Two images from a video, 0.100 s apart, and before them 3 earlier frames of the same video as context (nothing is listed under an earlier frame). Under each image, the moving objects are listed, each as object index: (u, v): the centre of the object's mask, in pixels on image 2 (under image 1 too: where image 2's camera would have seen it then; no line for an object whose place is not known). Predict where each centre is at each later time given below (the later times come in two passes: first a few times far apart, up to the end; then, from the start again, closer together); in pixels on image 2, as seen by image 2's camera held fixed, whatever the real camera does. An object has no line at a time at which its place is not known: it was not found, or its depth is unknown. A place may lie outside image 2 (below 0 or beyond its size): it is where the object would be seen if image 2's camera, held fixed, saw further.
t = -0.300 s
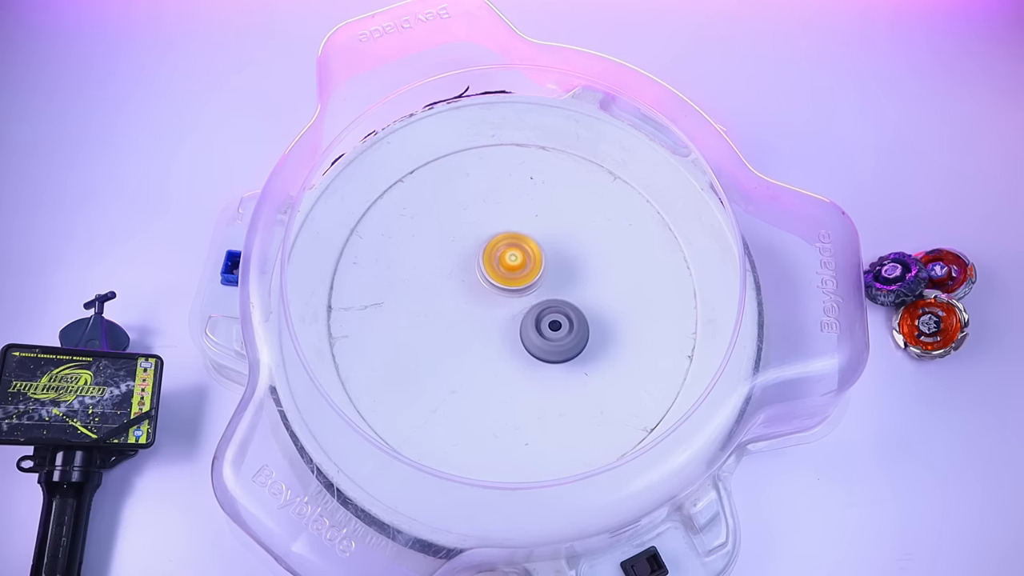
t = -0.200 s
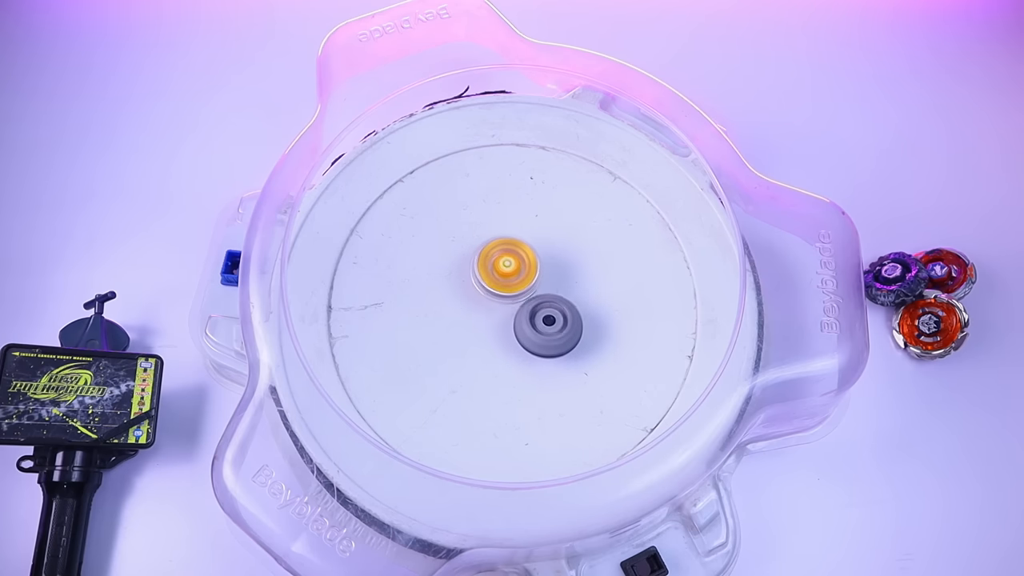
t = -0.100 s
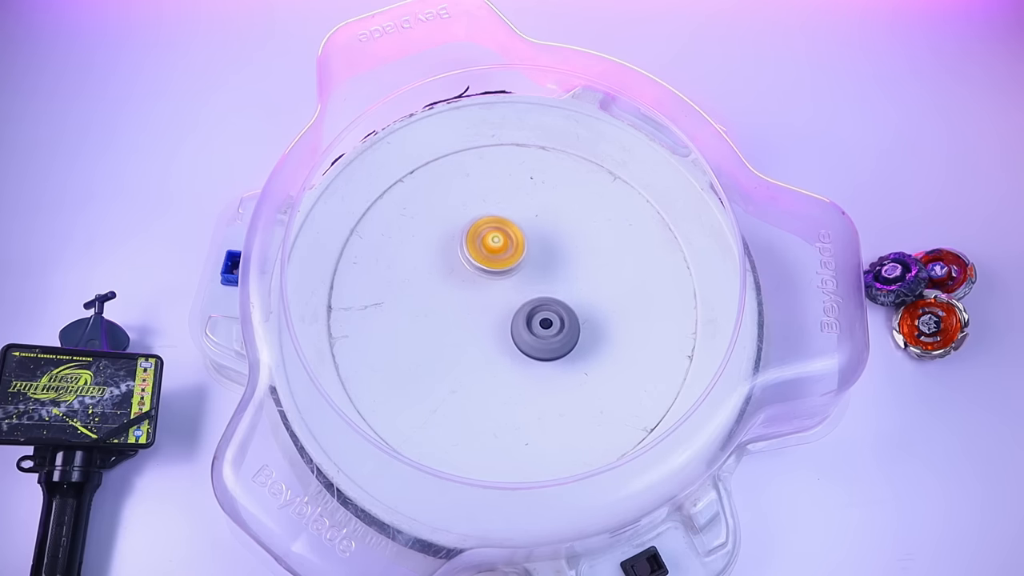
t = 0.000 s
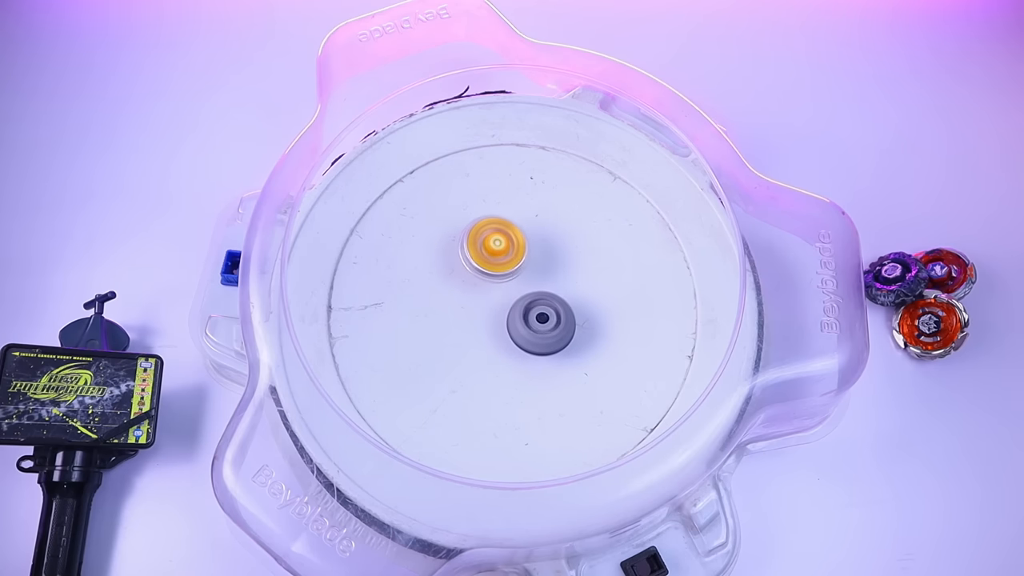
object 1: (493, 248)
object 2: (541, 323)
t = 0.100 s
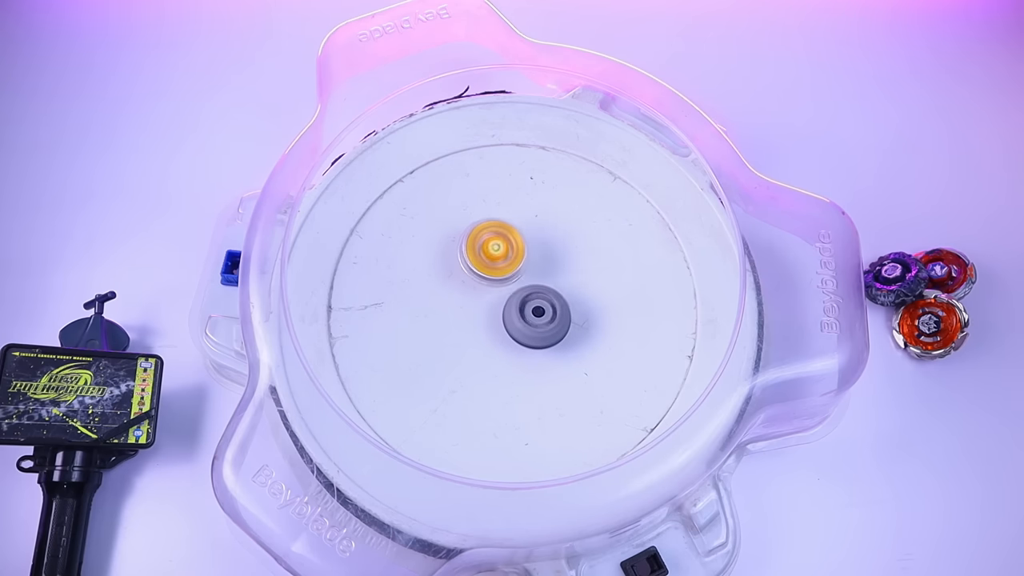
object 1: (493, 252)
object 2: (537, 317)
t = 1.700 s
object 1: (494, 221)
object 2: (521, 321)
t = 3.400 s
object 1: (507, 130)
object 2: (511, 387)
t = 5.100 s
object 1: (413, 218)
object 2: (497, 240)
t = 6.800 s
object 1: (563, 241)
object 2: (573, 330)
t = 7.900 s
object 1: (522, 272)
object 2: (513, 358)
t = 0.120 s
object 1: (493, 252)
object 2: (536, 315)
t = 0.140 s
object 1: (493, 253)
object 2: (535, 314)
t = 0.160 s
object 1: (493, 254)
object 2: (535, 313)
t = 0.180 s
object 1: (489, 247)
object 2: (537, 317)
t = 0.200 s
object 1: (485, 239)
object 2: (540, 320)
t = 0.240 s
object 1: (485, 226)
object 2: (540, 320)
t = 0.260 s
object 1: (486, 221)
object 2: (540, 319)
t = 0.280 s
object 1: (489, 219)
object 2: (541, 318)
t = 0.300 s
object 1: (490, 217)
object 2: (541, 318)
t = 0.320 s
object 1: (491, 218)
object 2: (541, 317)
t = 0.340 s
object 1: (491, 218)
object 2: (542, 316)
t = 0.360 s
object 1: (490, 220)
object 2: (543, 316)
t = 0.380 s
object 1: (490, 221)
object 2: (543, 315)
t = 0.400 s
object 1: (489, 222)
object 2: (543, 314)
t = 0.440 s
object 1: (489, 225)
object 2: (544, 313)
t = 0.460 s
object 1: (489, 226)
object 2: (544, 312)
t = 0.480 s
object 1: (489, 226)
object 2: (545, 311)
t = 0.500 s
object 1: (489, 227)
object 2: (545, 310)
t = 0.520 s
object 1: (489, 228)
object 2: (546, 309)
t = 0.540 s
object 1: (489, 229)
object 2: (546, 308)
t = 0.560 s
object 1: (490, 230)
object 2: (546, 307)
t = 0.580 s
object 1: (490, 231)
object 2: (547, 307)
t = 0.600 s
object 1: (492, 231)
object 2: (547, 306)
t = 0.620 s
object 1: (493, 232)
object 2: (546, 305)
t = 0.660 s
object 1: (496, 234)
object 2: (546, 303)
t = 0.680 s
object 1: (498, 235)
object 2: (547, 302)
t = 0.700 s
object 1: (500, 237)
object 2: (548, 301)
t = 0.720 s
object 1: (502, 238)
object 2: (548, 301)
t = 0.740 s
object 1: (504, 240)
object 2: (548, 300)
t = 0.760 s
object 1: (506, 242)
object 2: (548, 299)
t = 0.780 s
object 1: (508, 241)
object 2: (548, 300)
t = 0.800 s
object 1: (509, 240)
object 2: (548, 301)
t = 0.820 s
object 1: (506, 233)
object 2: (550, 306)
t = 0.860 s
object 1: (503, 223)
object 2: (550, 311)
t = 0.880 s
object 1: (503, 221)
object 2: (550, 311)
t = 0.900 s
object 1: (504, 220)
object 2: (552, 311)
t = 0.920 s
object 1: (505, 220)
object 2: (553, 312)
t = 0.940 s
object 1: (505, 221)
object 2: (553, 313)
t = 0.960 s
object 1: (506, 223)
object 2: (553, 313)
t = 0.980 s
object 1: (506, 226)
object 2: (553, 313)
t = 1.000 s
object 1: (507, 229)
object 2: (554, 314)
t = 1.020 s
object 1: (507, 232)
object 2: (554, 314)
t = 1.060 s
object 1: (508, 237)
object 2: (554, 314)
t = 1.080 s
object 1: (509, 240)
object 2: (554, 314)
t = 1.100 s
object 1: (509, 243)
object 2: (554, 314)
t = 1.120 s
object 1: (511, 246)
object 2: (553, 315)
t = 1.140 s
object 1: (512, 248)
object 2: (553, 314)
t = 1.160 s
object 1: (512, 250)
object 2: (553, 315)
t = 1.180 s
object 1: (514, 252)
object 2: (553, 314)
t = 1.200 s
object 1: (516, 254)
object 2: (552, 314)
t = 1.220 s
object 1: (517, 255)
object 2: (552, 315)
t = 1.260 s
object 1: (517, 251)
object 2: (550, 317)
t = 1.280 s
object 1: (517, 250)
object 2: (549, 316)
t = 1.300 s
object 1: (518, 250)
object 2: (548, 316)
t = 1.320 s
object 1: (518, 251)
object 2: (548, 316)
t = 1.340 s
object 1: (520, 252)
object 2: (547, 316)
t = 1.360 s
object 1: (520, 253)
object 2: (545, 316)
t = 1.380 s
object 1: (520, 249)
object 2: (544, 319)
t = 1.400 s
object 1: (520, 241)
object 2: (542, 324)
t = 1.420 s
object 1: (519, 234)
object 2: (540, 327)
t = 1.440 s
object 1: (517, 226)
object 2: (538, 328)
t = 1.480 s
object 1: (514, 215)
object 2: (536, 327)
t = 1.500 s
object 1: (511, 212)
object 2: (535, 327)
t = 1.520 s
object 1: (507, 209)
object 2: (533, 328)
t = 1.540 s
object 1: (505, 208)
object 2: (531, 327)
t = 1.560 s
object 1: (503, 208)
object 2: (530, 327)
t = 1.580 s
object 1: (501, 210)
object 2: (529, 326)
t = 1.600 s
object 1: (500, 212)
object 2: (527, 326)
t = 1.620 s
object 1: (499, 213)
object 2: (525, 325)
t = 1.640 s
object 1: (497, 215)
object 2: (524, 324)
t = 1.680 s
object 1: (495, 219)
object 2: (522, 323)
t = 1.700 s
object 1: (494, 221)
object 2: (521, 321)
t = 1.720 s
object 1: (493, 224)
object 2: (520, 321)
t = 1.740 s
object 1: (492, 226)
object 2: (518, 319)
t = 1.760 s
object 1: (492, 228)
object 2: (518, 318)
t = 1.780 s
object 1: (491, 231)
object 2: (517, 317)
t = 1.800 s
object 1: (491, 233)
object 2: (516, 316)
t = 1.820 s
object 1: (491, 236)
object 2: (516, 314)
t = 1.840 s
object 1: (492, 239)
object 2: (515, 313)
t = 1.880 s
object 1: (493, 244)
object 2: (515, 311)
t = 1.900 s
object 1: (495, 240)
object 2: (514, 313)
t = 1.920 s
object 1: (497, 235)
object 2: (515, 317)
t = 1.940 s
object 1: (498, 231)
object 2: (516, 319)
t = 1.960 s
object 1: (502, 226)
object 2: (516, 320)
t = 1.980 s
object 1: (508, 223)
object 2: (516, 319)
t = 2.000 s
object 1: (514, 221)
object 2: (516, 318)
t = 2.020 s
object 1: (518, 220)
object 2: (518, 316)
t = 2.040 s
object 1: (520, 219)
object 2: (519, 316)
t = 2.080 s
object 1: (522, 221)
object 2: (520, 315)
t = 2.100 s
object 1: (523, 222)
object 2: (522, 314)
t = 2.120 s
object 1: (522, 224)
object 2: (523, 314)
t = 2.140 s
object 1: (522, 226)
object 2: (525, 314)
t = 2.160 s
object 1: (521, 227)
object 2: (526, 313)
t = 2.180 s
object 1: (520, 227)
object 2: (527, 313)
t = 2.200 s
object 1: (519, 228)
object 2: (529, 312)
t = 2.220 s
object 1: (518, 229)
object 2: (531, 312)
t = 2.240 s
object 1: (517, 230)
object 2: (532, 312)
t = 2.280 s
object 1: (516, 231)
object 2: (535, 312)
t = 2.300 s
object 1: (515, 232)
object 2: (537, 312)
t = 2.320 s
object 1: (515, 233)
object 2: (538, 312)
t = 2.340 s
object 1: (514, 234)
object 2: (540, 313)
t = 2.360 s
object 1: (514, 235)
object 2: (541, 313)
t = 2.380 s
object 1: (514, 236)
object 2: (543, 313)
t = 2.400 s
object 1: (515, 236)
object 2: (544, 313)
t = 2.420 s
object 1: (515, 238)
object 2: (546, 314)
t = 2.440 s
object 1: (515, 239)
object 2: (547, 314)
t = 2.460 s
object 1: (516, 240)
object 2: (548, 314)
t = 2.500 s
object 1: (517, 243)
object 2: (551, 315)
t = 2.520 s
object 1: (518, 245)
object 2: (552, 315)
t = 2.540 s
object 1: (519, 246)
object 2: (552, 316)
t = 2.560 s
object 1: (520, 248)
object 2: (553, 316)
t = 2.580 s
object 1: (521, 250)
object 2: (554, 316)
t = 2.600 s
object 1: (522, 252)
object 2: (554, 317)
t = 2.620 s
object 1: (523, 254)
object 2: (554, 317)
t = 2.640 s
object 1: (524, 256)
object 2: (555, 317)
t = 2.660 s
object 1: (524, 255)
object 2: (556, 319)
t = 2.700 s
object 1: (524, 256)
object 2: (555, 320)
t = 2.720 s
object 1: (524, 256)
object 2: (555, 320)
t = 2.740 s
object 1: (524, 257)
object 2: (555, 321)
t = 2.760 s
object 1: (525, 259)
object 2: (555, 322)
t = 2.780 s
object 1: (525, 260)
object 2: (555, 323)
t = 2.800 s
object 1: (525, 262)
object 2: (554, 323)
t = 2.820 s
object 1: (526, 262)
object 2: (553, 324)
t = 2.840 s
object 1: (523, 256)
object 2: (554, 328)
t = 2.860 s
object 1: (521, 252)
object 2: (554, 331)
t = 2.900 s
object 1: (522, 243)
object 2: (551, 332)
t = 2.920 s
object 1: (522, 240)
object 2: (550, 332)
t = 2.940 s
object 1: (522, 238)
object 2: (550, 332)
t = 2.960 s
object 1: (523, 237)
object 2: (549, 332)
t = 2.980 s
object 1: (522, 237)
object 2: (547, 332)
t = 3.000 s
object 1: (522, 238)
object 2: (546, 331)
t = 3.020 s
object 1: (521, 240)
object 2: (545, 331)
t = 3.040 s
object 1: (521, 241)
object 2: (543, 330)
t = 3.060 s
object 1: (520, 242)
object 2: (542, 330)
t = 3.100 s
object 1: (517, 244)
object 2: (539, 327)
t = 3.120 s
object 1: (515, 246)
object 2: (538, 326)
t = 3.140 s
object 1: (514, 247)
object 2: (536, 325)
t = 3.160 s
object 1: (512, 248)
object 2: (535, 324)
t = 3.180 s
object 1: (511, 249)
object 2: (533, 322)
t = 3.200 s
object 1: (509, 250)
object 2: (532, 320)
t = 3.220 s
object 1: (508, 251)
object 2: (531, 319)
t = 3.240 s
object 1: (507, 252)
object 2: (530, 317)
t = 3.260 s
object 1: (506, 239)
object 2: (527, 325)
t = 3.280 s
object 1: (505, 218)
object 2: (526, 342)
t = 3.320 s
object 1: (506, 180)
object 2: (521, 366)
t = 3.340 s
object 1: (506, 164)
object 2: (517, 375)
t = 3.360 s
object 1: (506, 150)
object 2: (514, 382)
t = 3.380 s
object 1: (507, 139)
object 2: (512, 385)
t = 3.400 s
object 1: (507, 130)
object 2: (511, 387)
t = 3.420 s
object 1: (506, 127)
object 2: (511, 386)
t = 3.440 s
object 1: (504, 125)
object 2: (512, 386)
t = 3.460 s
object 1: (502, 122)
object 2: (513, 385)
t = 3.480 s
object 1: (500, 121)
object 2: (515, 386)
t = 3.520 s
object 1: (498, 124)
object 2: (515, 386)
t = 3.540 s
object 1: (498, 126)
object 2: (515, 386)
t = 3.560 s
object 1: (497, 128)
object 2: (515, 384)
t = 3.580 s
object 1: (496, 129)
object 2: (517, 383)
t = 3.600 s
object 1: (495, 132)
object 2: (518, 382)
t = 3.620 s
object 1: (494, 134)
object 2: (518, 381)
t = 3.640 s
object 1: (493, 137)
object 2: (518, 380)
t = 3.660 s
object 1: (491, 141)
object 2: (519, 377)
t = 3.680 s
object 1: (490, 149)
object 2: (520, 375)
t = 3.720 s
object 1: (488, 162)
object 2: (522, 370)
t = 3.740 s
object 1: (487, 169)
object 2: (523, 367)
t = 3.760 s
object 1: (488, 176)
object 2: (524, 364)
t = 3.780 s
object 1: (487, 183)
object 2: (526, 361)
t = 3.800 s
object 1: (487, 190)
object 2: (528, 358)
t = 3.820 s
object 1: (488, 194)
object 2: (530, 354)
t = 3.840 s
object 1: (489, 200)
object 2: (532, 351)
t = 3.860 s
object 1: (491, 207)
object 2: (534, 347)
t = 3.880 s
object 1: (494, 213)
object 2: (537, 344)
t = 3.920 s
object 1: (501, 229)
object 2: (542, 337)
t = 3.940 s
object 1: (505, 238)
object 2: (544, 334)
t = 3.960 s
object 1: (510, 247)
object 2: (547, 331)
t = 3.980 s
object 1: (516, 259)
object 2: (551, 328)
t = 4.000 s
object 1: (519, 264)
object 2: (555, 329)
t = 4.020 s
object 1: (520, 252)
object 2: (562, 341)
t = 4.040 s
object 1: (521, 241)
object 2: (568, 355)
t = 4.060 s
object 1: (522, 233)
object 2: (576, 365)
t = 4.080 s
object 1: (525, 225)
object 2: (581, 371)
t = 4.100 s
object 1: (527, 216)
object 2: (588, 375)
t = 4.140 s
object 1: (532, 208)
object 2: (597, 378)
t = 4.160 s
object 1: (535, 205)
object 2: (599, 379)
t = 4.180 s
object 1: (536, 199)
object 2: (600, 380)
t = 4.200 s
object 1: (538, 197)
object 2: (601, 380)
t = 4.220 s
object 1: (539, 196)
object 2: (602, 380)
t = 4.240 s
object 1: (538, 196)
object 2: (603, 378)
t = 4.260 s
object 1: (536, 196)
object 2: (603, 377)
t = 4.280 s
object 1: (534, 197)
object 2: (604, 376)
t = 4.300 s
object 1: (532, 198)
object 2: (605, 375)
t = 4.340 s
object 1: (527, 202)
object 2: (604, 373)
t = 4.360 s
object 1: (525, 203)
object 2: (603, 372)
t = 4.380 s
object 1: (523, 205)
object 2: (601, 370)
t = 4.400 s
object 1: (520, 207)
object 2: (599, 366)
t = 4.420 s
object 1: (518, 210)
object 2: (598, 363)
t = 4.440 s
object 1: (516, 212)
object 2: (595, 357)
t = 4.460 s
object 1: (514, 214)
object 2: (593, 352)
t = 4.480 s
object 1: (513, 217)
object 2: (589, 346)
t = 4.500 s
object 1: (511, 219)
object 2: (586, 339)
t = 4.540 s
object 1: (507, 224)
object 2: (577, 323)
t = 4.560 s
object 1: (506, 227)
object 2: (572, 317)
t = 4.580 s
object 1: (505, 229)
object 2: (566, 308)
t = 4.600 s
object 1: (503, 232)
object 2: (560, 300)
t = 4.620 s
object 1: (501, 234)
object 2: (553, 292)
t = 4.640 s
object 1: (500, 237)
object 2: (547, 284)
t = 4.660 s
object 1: (498, 237)
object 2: (542, 278)
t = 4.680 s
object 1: (496, 234)
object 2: (536, 274)
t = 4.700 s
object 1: (492, 228)
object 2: (529, 273)
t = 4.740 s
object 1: (477, 214)
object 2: (520, 271)
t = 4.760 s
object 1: (468, 209)
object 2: (515, 270)
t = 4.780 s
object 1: (460, 205)
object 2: (511, 267)
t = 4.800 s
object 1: (451, 203)
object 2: (507, 264)
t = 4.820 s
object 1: (444, 201)
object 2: (501, 260)
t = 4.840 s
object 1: (438, 200)
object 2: (497, 257)
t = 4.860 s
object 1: (432, 199)
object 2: (495, 255)
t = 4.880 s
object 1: (428, 199)
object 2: (493, 251)
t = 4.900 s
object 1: (425, 200)
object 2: (490, 249)
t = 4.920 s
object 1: (422, 201)
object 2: (489, 247)
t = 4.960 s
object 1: (419, 204)
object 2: (488, 244)
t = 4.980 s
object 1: (418, 205)
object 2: (488, 243)
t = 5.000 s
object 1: (417, 207)
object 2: (490, 241)
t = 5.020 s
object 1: (416, 210)
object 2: (490, 240)
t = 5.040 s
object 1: (415, 212)
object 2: (491, 240)
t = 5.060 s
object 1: (415, 214)
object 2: (493, 240)
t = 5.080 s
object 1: (414, 217)
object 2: (495, 240)
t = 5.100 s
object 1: (413, 218)
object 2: (497, 240)
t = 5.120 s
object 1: (412, 220)
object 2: (499, 242)
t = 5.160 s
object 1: (413, 225)
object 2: (505, 245)
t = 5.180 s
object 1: (413, 226)
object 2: (508, 247)
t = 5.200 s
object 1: (414, 227)
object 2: (512, 252)
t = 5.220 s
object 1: (415, 228)
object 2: (515, 255)
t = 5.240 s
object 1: (416, 230)
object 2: (518, 258)
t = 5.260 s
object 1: (417, 232)
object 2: (522, 264)
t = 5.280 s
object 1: (418, 234)
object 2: (525, 268)
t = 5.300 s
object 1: (419, 236)
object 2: (528, 272)
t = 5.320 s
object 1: (420, 238)
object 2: (530, 277)
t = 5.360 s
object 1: (422, 243)
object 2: (535, 290)
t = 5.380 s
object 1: (423, 245)
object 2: (537, 294)
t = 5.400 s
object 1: (424, 248)
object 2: (538, 299)
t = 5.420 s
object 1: (425, 251)
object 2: (540, 307)
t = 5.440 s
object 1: (427, 254)
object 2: (542, 313)
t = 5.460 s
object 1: (429, 259)
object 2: (543, 319)
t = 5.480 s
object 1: (431, 263)
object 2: (545, 324)
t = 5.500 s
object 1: (434, 269)
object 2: (544, 328)
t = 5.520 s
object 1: (438, 274)
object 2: (545, 334)
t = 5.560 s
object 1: (443, 285)
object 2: (545, 344)
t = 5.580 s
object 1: (445, 289)
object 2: (544, 347)
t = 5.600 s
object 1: (446, 294)
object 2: (543, 350)
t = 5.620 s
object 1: (449, 300)
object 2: (540, 354)
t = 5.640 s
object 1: (452, 307)
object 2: (537, 358)
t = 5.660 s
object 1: (454, 314)
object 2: (536, 360)
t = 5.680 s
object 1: (456, 320)
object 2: (534, 361)
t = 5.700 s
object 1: (458, 328)
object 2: (532, 362)
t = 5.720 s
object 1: (459, 334)
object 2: (530, 361)
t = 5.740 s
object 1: (460, 342)
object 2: (526, 360)
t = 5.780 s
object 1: (452, 350)
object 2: (524, 363)
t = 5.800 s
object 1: (448, 354)
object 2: (522, 363)
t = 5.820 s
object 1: (444, 359)
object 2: (519, 362)
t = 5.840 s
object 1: (443, 362)
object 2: (515, 362)
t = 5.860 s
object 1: (443, 364)
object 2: (512, 361)
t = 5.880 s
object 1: (437, 362)
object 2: (512, 359)
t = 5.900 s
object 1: (427, 360)
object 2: (516, 359)
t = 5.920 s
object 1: (417, 359)
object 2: (518, 358)
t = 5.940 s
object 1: (408, 360)
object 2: (519, 356)
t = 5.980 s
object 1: (396, 359)
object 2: (520, 351)
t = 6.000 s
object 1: (389, 360)
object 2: (522, 349)
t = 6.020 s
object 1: (382, 360)
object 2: (524, 346)
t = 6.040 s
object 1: (376, 362)
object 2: (526, 343)
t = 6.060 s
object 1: (374, 362)
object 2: (529, 341)
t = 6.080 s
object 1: (373, 361)
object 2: (533, 339)
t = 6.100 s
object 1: (372, 360)
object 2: (537, 337)
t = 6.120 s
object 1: (373, 358)
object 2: (539, 335)
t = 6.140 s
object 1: (377, 359)
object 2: (542, 332)
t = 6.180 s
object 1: (383, 360)
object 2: (549, 327)
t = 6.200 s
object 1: (384, 360)
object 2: (551, 324)
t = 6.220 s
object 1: (387, 360)
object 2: (554, 321)
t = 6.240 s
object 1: (391, 360)
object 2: (556, 319)
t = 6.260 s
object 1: (396, 358)
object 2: (559, 316)
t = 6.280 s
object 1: (401, 354)
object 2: (562, 314)
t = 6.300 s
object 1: (406, 352)
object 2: (565, 313)
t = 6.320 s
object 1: (414, 347)
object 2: (568, 311)
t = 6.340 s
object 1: (420, 342)
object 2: (570, 311)
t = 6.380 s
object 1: (436, 332)
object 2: (575, 311)
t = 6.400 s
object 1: (446, 325)
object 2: (577, 311)
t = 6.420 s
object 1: (454, 317)
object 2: (578, 312)
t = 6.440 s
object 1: (465, 310)
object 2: (580, 312)
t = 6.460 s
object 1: (477, 303)
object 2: (581, 311)
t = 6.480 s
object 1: (487, 294)
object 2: (580, 310)
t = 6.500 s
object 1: (497, 289)
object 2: (579, 309)
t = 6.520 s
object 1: (508, 285)
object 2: (577, 309)
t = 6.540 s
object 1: (514, 278)
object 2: (580, 311)
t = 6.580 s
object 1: (524, 262)
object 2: (586, 314)
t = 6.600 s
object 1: (532, 254)
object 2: (586, 317)
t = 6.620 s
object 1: (538, 247)
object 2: (586, 320)
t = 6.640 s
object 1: (542, 240)
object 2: (586, 322)
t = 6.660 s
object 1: (546, 236)
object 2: (584, 324)
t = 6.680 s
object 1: (551, 234)
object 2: (583, 325)
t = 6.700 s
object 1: (554, 232)
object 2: (581, 326)
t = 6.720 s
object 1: (557, 232)
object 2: (580, 327)
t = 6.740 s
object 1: (558, 233)
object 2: (579, 327)
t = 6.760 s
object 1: (560, 236)
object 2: (577, 328)
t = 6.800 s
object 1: (563, 241)
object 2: (573, 330)
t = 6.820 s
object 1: (563, 246)
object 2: (571, 330)
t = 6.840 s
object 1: (565, 250)
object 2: (568, 330)
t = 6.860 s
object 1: (566, 254)
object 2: (564, 330)
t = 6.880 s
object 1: (565, 259)
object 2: (561, 330)
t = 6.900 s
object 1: (565, 264)
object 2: (556, 330)
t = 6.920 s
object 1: (567, 270)
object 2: (552, 330)
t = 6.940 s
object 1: (568, 270)
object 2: (546, 330)
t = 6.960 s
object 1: (570, 270)
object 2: (540, 332)
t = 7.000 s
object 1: (569, 269)
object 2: (530, 334)
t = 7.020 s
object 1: (569, 269)
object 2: (526, 335)
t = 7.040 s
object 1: (568, 268)
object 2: (521, 335)
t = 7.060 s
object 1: (566, 268)
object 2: (517, 334)
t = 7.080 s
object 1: (567, 267)
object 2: (512, 333)
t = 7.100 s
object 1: (564, 268)
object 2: (508, 331)
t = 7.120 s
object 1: (562, 270)
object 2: (503, 329)
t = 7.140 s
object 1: (560, 270)
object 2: (499, 328)
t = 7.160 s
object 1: (553, 272)
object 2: (496, 328)
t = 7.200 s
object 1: (545, 277)
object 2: (492, 330)
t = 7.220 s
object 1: (539, 280)
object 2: (491, 331)
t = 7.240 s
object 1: (535, 281)
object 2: (489, 332)
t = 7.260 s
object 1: (531, 282)
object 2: (486, 334)
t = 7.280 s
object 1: (535, 278)
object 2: (480, 338)
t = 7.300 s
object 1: (532, 277)
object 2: (477, 340)
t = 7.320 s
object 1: (535, 276)
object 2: (475, 342)
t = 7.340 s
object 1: (534, 275)
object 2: (474, 343)
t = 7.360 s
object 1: (536, 275)
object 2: (473, 344)
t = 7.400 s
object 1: (538, 275)
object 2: (472, 345)
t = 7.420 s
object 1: (538, 276)
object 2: (472, 345)
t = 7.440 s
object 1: (539, 279)
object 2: (472, 345)
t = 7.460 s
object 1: (538, 280)
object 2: (473, 345)
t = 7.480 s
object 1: (538, 280)
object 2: (474, 344)
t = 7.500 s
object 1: (537, 280)
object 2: (474, 343)
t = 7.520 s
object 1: (535, 279)
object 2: (476, 342)
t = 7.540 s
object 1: (535, 278)
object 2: (477, 341)
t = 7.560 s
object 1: (535, 278)
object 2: (479, 340)
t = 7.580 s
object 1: (535, 279)
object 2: (482, 338)
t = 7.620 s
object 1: (533, 278)
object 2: (488, 336)
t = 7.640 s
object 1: (532, 277)
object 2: (491, 336)
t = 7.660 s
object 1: (531, 278)
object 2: (494, 337)
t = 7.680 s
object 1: (530, 275)
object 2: (498, 337)
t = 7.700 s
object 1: (529, 275)
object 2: (501, 338)
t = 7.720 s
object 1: (530, 273)
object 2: (504, 340)
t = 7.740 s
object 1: (528, 274)
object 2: (507, 342)
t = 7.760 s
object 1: (530, 274)
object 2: (509, 344)
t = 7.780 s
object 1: (527, 275)
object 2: (511, 347)
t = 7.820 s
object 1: (525, 275)
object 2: (513, 352)
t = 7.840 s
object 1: (527, 273)
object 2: (513, 354)
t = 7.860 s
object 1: (523, 273)
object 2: (513, 356)
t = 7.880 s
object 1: (525, 273)
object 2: (513, 357)
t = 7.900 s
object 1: (522, 272)
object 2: (513, 358)
